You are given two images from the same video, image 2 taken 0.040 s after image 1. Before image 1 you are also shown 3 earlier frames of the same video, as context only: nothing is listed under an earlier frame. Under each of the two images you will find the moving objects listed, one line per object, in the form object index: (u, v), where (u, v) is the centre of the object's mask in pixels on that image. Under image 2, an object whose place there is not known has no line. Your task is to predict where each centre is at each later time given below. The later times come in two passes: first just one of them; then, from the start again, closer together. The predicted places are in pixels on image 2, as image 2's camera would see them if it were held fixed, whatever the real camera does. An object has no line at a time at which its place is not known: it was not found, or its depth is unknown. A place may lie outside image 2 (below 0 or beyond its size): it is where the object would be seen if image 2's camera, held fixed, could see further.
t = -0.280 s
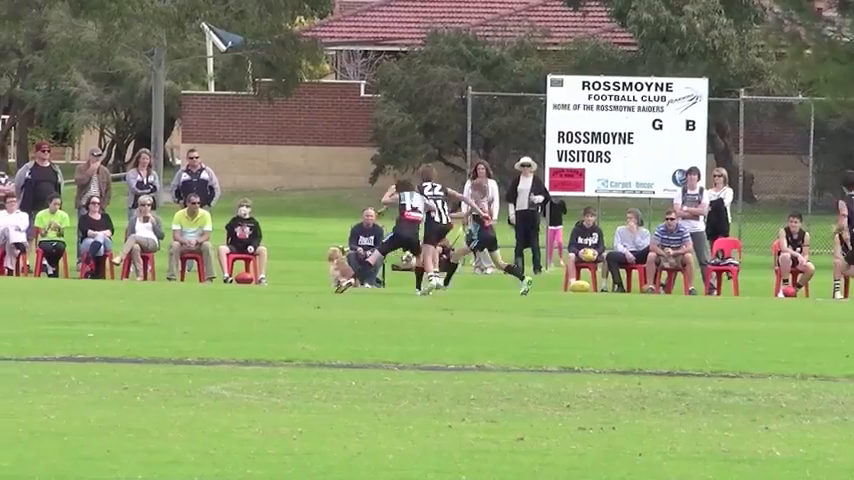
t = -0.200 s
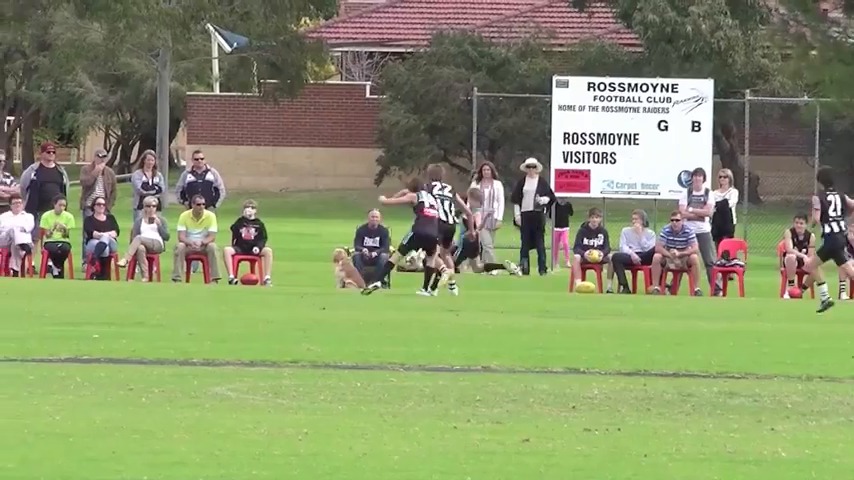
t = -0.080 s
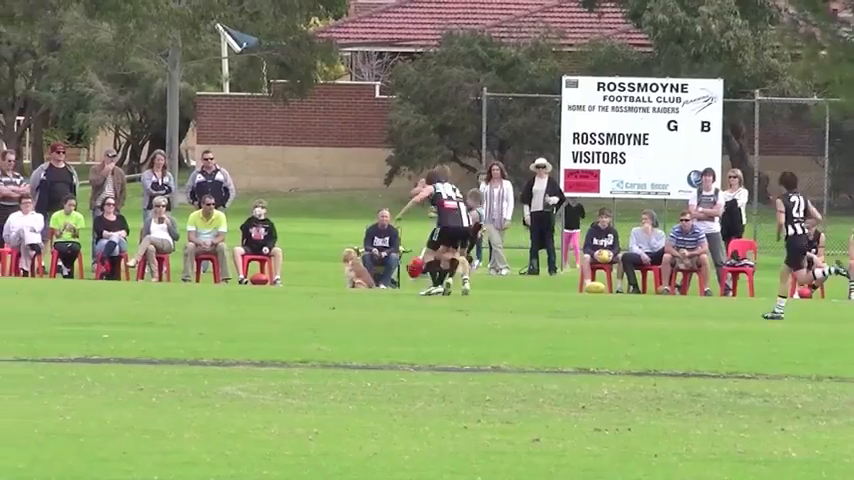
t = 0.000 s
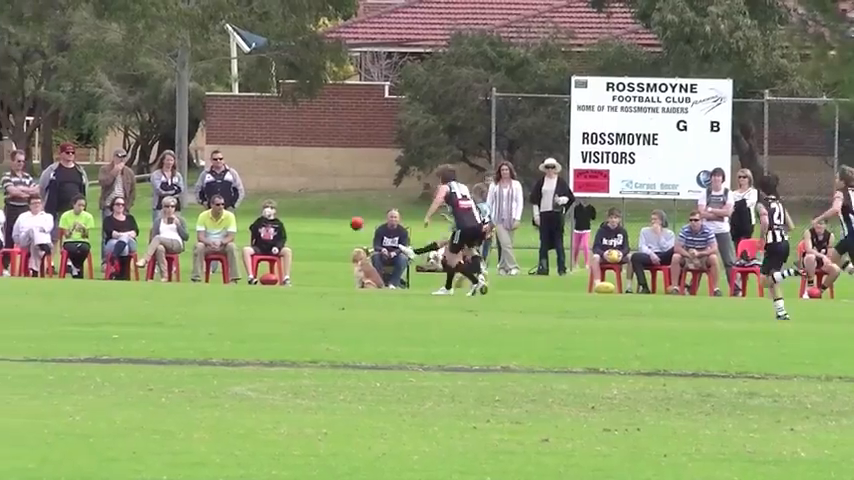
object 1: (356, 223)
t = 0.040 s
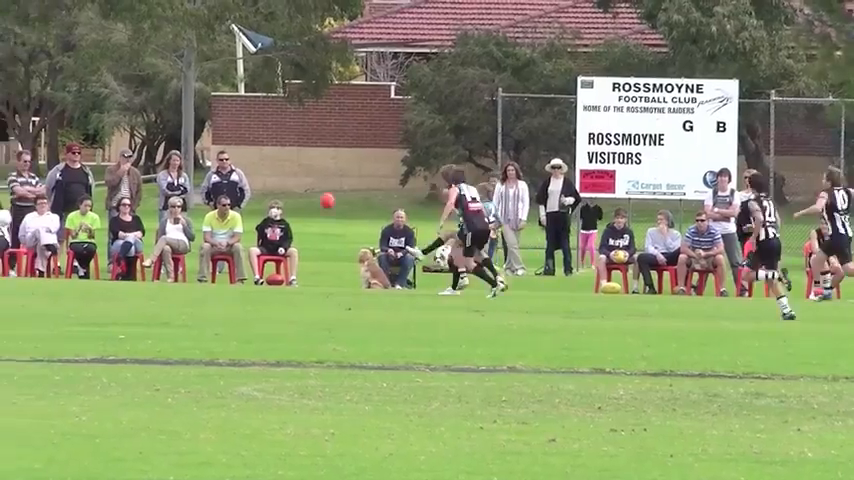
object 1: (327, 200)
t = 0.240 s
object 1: (147, 108)
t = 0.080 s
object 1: (292, 180)
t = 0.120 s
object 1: (257, 160)
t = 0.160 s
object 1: (220, 141)
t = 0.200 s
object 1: (184, 124)
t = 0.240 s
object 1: (147, 108)
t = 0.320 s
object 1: (72, 80)
